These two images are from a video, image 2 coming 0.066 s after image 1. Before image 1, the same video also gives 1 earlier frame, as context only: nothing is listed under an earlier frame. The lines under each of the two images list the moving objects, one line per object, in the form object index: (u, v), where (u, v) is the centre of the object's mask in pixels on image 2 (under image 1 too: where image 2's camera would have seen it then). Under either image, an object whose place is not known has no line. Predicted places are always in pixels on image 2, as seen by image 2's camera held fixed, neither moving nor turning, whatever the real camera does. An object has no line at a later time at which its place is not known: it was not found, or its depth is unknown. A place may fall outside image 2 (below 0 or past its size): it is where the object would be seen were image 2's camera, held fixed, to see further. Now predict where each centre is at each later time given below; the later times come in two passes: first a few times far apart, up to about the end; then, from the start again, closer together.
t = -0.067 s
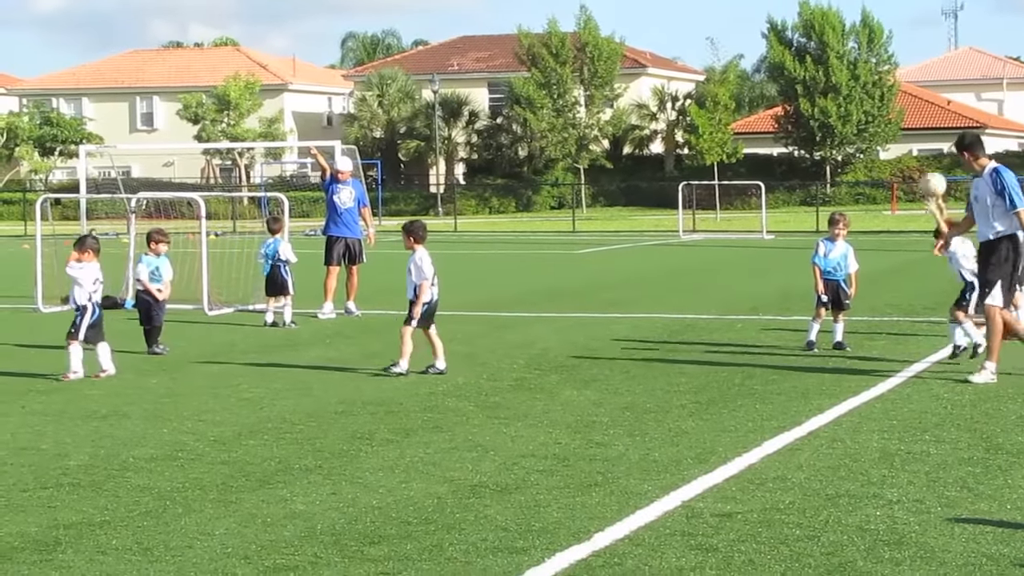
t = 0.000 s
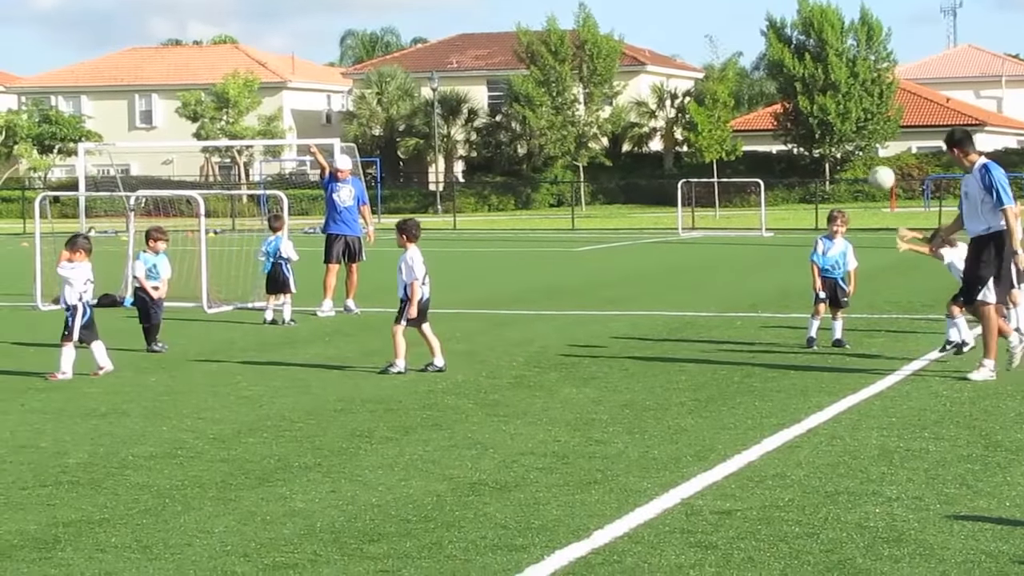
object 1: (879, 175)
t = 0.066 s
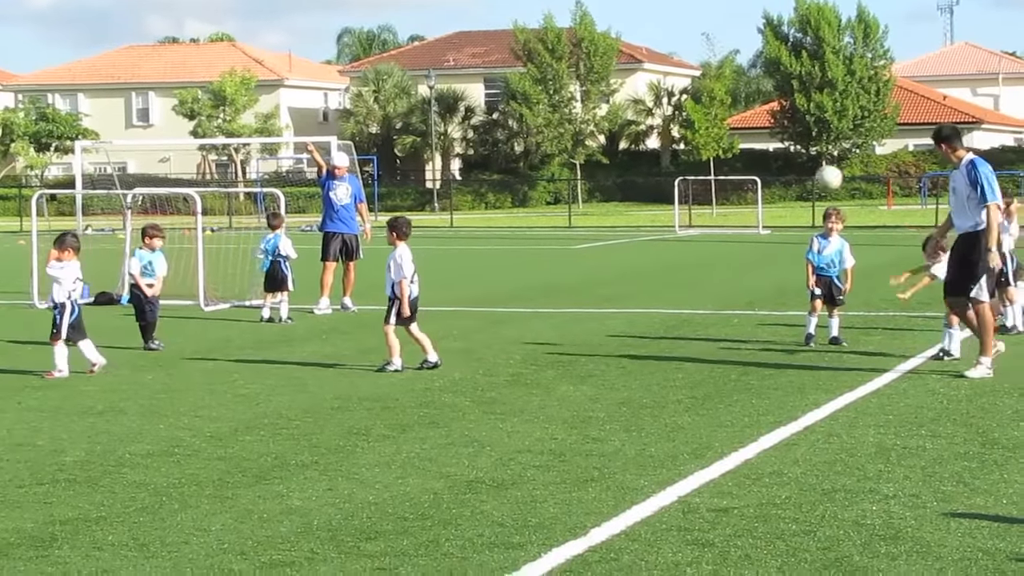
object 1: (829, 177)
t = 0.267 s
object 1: (684, 219)
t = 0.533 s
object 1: (501, 349)
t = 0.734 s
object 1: (450, 285)
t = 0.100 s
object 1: (804, 180)
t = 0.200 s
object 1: (731, 199)
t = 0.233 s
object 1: (708, 208)
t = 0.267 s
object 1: (684, 219)
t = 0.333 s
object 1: (638, 243)
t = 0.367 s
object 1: (614, 258)
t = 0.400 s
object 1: (591, 273)
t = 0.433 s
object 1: (569, 290)
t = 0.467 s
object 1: (546, 308)
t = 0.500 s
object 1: (524, 327)
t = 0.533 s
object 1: (501, 349)
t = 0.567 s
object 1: (491, 338)
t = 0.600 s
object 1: (483, 326)
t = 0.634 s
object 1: (475, 314)
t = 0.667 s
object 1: (467, 303)
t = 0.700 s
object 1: (459, 293)
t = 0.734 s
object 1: (450, 285)
